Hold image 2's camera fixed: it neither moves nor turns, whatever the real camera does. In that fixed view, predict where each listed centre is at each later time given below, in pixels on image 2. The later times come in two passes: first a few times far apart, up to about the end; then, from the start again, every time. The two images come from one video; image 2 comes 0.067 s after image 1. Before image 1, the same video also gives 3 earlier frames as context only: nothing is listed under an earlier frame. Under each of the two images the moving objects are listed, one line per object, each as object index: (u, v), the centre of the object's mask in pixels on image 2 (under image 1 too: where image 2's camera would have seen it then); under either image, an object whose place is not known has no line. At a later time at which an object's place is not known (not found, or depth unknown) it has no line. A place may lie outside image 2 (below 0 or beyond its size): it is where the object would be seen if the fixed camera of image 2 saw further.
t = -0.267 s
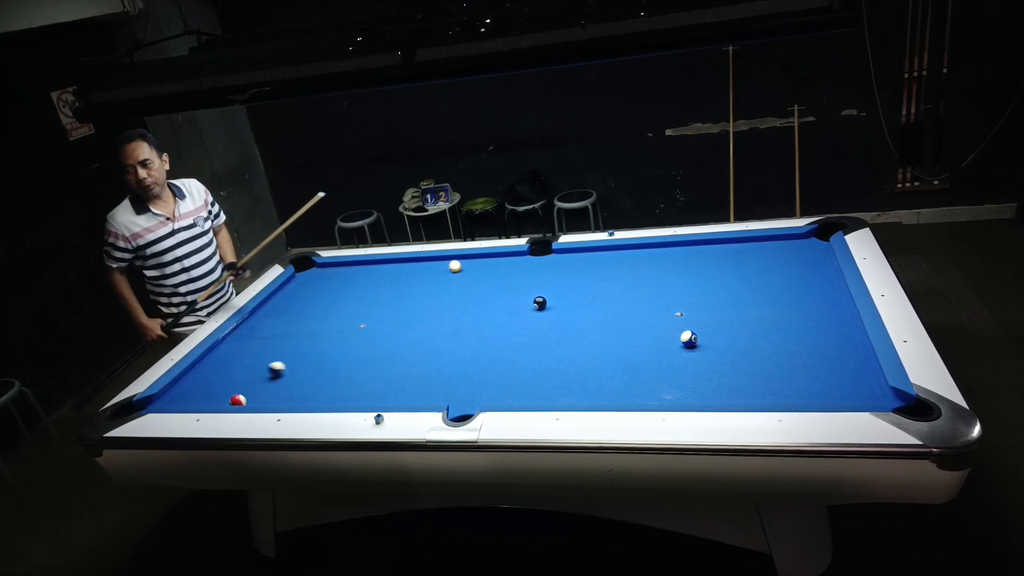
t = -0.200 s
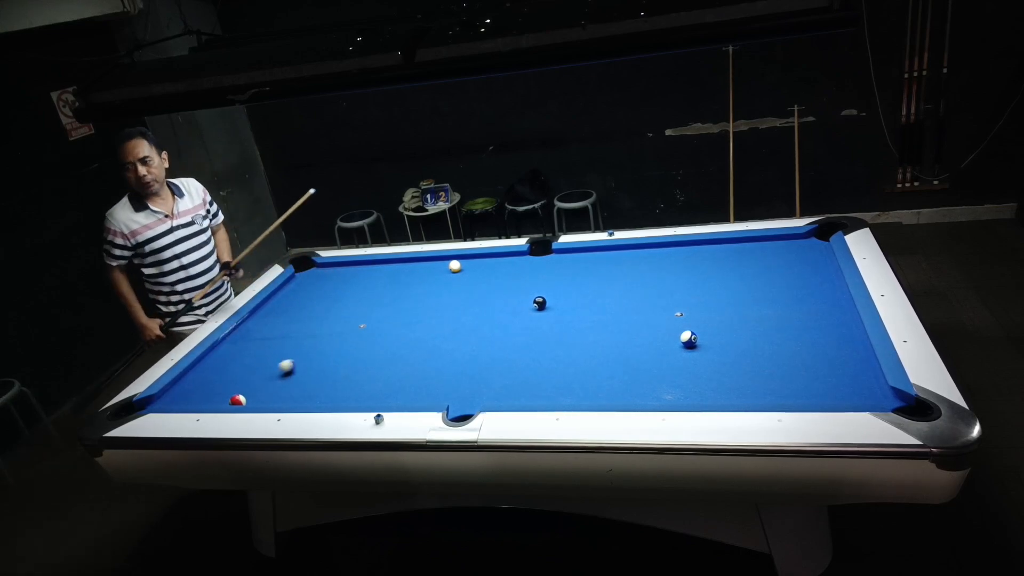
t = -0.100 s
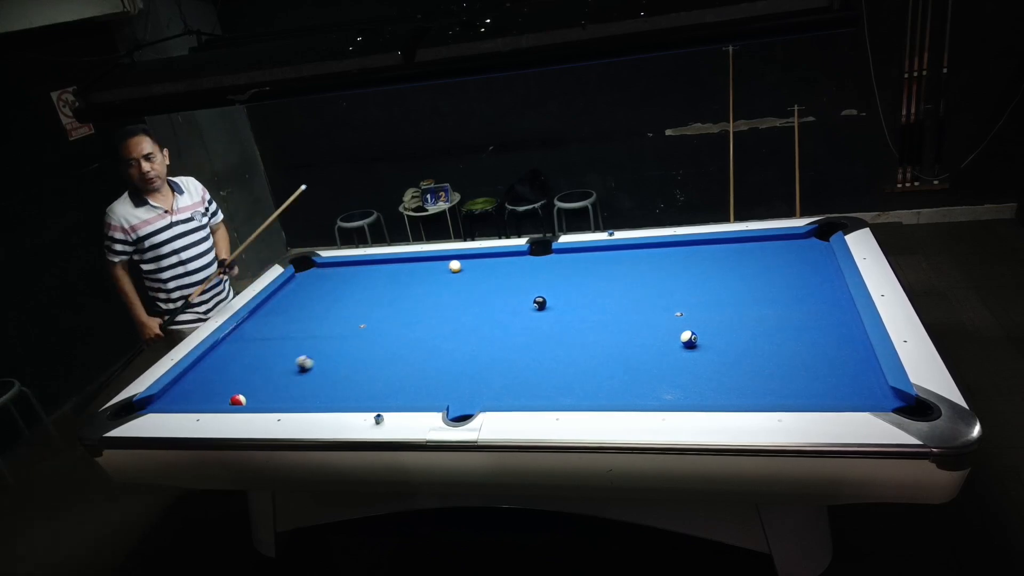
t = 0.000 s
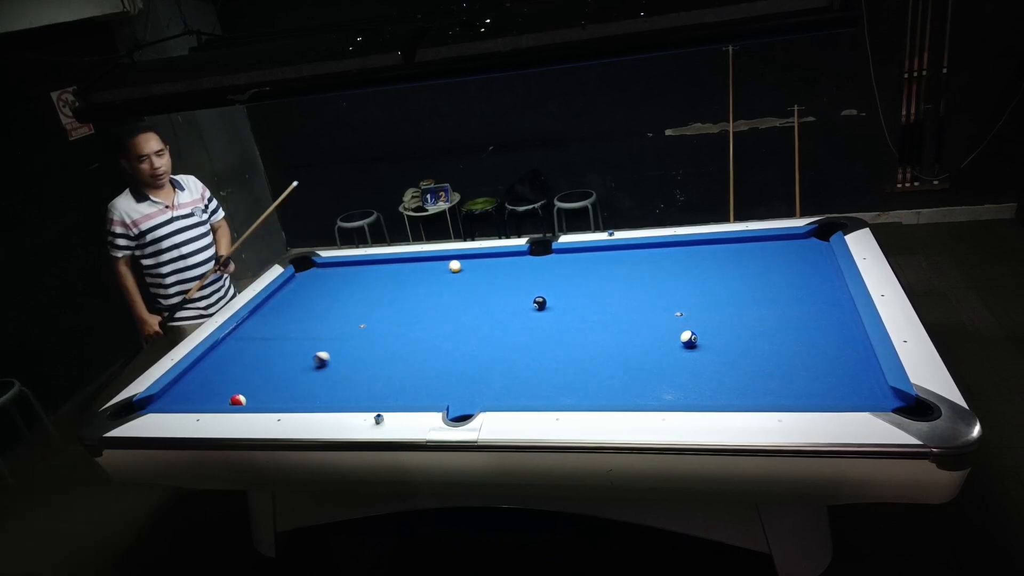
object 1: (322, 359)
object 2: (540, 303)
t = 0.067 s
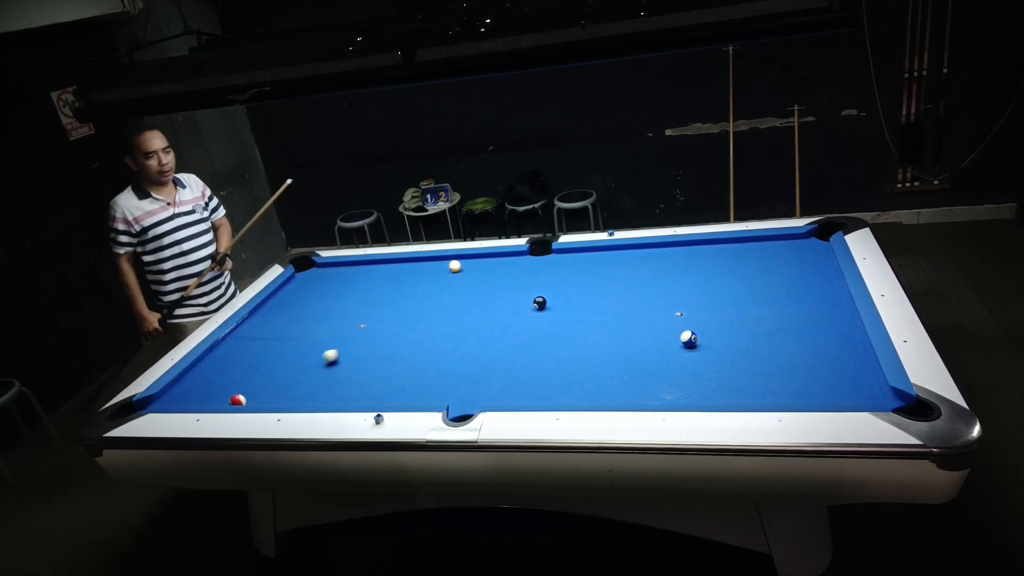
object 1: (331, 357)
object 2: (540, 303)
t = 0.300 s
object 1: (367, 349)
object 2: (540, 303)
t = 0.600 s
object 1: (411, 339)
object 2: (540, 303)
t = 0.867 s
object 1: (449, 330)
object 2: (540, 303)
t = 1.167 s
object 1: (486, 321)
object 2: (540, 303)
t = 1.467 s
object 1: (521, 313)
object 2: (540, 303)
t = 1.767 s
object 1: (551, 309)
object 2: (543, 299)
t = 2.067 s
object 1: (575, 308)
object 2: (548, 294)
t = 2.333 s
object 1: (596, 308)
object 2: (551, 290)
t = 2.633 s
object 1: (617, 307)
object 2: (554, 287)
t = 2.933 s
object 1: (636, 307)
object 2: (555, 284)
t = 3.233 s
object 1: (653, 306)
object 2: (557, 282)
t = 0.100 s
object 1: (338, 356)
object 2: (540, 303)
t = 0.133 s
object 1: (343, 355)
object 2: (540, 303)
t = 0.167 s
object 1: (347, 353)
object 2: (540, 303)
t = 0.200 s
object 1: (352, 352)
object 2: (540, 303)
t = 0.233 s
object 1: (358, 351)
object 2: (540, 303)
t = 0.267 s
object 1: (364, 350)
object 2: (540, 303)
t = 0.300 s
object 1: (367, 349)
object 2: (540, 303)
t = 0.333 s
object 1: (372, 347)
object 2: (540, 303)
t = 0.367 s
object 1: (378, 346)
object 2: (540, 303)
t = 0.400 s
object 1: (384, 345)
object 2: (540, 303)
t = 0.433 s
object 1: (388, 344)
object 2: (540, 303)
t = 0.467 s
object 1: (392, 343)
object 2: (540, 303)
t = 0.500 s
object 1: (397, 341)
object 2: (540, 303)
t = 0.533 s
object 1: (402, 340)
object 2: (540, 303)
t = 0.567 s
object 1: (408, 340)
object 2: (540, 303)
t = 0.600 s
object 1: (411, 339)
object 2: (540, 303)
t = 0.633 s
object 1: (415, 337)
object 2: (540, 303)
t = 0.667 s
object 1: (421, 336)
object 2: (540, 303)
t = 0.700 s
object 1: (426, 335)
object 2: (540, 303)
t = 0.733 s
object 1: (431, 335)
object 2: (540, 303)
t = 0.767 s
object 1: (435, 333)
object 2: (540, 303)
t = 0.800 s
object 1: (438, 332)
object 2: (539, 303)
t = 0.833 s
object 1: (443, 331)
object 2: (540, 303)
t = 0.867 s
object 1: (449, 330)
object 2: (540, 303)
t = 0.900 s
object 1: (452, 330)
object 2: (540, 303)
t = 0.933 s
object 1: (455, 328)
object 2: (540, 303)
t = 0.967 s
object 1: (460, 327)
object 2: (540, 303)
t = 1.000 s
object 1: (465, 326)
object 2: (539, 303)
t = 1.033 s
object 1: (471, 325)
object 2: (540, 303)
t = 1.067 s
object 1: (474, 324)
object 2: (540, 303)
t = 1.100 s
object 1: (477, 323)
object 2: (540, 303)
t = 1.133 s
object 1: (481, 322)
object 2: (540, 303)
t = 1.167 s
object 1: (486, 321)
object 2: (540, 303)
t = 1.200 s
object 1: (491, 320)
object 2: (540, 303)
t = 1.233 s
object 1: (494, 320)
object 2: (540, 303)
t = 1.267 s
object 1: (497, 319)
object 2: (540, 303)
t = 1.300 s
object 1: (501, 317)
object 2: (539, 303)
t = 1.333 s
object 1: (506, 316)
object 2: (540, 303)
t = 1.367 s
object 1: (511, 315)
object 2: (540, 303)
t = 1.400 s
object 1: (515, 315)
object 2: (540, 303)
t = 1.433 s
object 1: (518, 314)
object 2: (540, 303)
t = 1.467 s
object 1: (521, 313)
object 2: (540, 303)
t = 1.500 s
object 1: (525, 312)
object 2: (540, 303)
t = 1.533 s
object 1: (530, 310)
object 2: (541, 302)
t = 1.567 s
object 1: (533, 310)
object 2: (541, 302)
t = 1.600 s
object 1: (536, 310)
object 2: (541, 300)
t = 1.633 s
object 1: (539, 309)
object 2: (541, 299)
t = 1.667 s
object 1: (541, 309)
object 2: (542, 298)
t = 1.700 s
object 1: (545, 309)
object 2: (542, 298)
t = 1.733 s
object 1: (547, 309)
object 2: (542, 299)
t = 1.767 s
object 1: (551, 309)
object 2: (543, 299)
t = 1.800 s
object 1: (554, 309)
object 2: (544, 298)
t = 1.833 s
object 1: (557, 310)
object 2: (545, 298)
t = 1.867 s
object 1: (559, 310)
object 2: (545, 297)
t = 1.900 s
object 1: (562, 309)
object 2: (545, 297)
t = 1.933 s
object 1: (565, 309)
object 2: (546, 296)
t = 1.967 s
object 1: (568, 309)
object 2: (547, 295)
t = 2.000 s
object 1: (570, 309)
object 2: (547, 295)
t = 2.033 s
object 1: (573, 309)
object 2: (547, 295)
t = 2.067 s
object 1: (575, 308)
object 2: (548, 294)
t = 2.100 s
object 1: (578, 309)
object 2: (548, 294)
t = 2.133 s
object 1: (581, 309)
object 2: (549, 293)
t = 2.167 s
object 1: (583, 309)
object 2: (549, 293)
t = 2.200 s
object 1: (585, 308)
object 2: (549, 292)
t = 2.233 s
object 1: (588, 308)
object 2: (550, 292)
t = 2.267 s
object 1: (591, 308)
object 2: (550, 291)
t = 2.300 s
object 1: (594, 308)
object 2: (551, 291)
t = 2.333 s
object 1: (596, 308)
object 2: (551, 290)
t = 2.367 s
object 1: (599, 308)
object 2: (551, 290)
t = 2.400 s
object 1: (601, 308)
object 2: (552, 289)
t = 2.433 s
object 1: (604, 308)
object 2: (552, 289)
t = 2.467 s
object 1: (606, 308)
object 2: (552, 289)
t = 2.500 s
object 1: (608, 308)
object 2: (552, 288)
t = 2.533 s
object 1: (610, 308)
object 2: (553, 288)
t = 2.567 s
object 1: (613, 307)
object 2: (553, 287)
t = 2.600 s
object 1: (615, 307)
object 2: (554, 287)
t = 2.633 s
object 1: (617, 307)
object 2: (554, 287)
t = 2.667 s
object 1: (620, 307)
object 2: (554, 286)
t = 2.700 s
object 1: (622, 307)
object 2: (554, 286)
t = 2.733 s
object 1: (624, 307)
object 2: (555, 286)
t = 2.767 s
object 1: (626, 307)
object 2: (555, 285)
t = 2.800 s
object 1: (628, 307)
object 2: (555, 285)
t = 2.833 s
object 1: (630, 307)
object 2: (555, 285)
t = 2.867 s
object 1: (632, 307)
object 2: (555, 285)
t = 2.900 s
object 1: (634, 307)
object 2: (555, 284)
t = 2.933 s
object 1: (636, 307)
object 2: (555, 284)
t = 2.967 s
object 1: (638, 306)
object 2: (555, 284)
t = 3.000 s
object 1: (640, 306)
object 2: (556, 284)
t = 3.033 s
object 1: (642, 306)
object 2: (556, 284)
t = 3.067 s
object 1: (645, 306)
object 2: (556, 283)
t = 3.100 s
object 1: (646, 306)
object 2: (556, 283)
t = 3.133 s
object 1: (648, 306)
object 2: (556, 283)
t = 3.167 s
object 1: (650, 306)
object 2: (556, 283)
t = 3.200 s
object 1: (651, 306)
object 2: (557, 282)
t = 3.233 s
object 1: (653, 306)
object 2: (557, 282)
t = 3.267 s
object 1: (654, 306)
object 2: (557, 282)
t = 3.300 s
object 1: (656, 305)
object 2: (557, 282)
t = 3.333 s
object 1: (658, 305)
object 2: (557, 282)
